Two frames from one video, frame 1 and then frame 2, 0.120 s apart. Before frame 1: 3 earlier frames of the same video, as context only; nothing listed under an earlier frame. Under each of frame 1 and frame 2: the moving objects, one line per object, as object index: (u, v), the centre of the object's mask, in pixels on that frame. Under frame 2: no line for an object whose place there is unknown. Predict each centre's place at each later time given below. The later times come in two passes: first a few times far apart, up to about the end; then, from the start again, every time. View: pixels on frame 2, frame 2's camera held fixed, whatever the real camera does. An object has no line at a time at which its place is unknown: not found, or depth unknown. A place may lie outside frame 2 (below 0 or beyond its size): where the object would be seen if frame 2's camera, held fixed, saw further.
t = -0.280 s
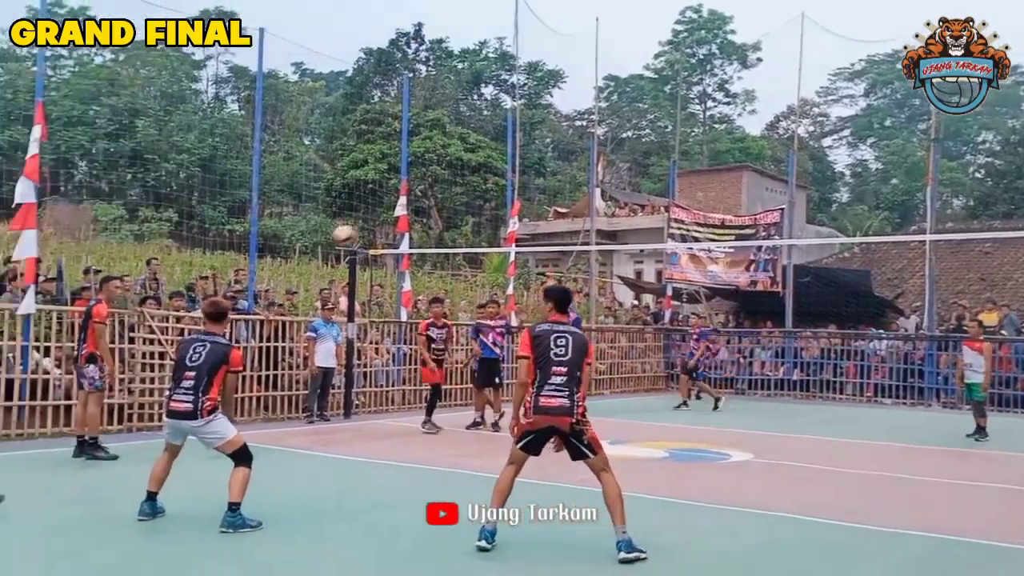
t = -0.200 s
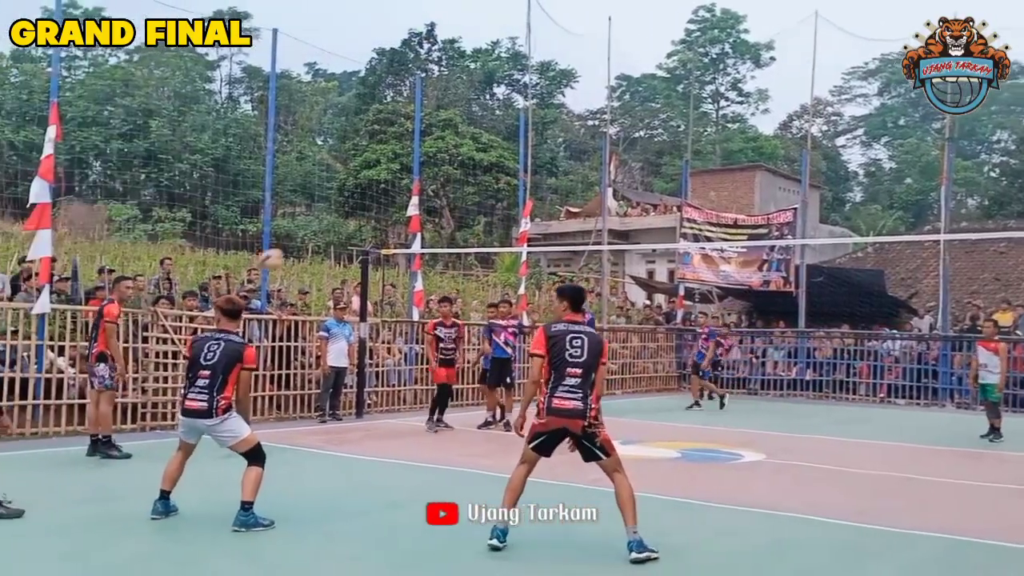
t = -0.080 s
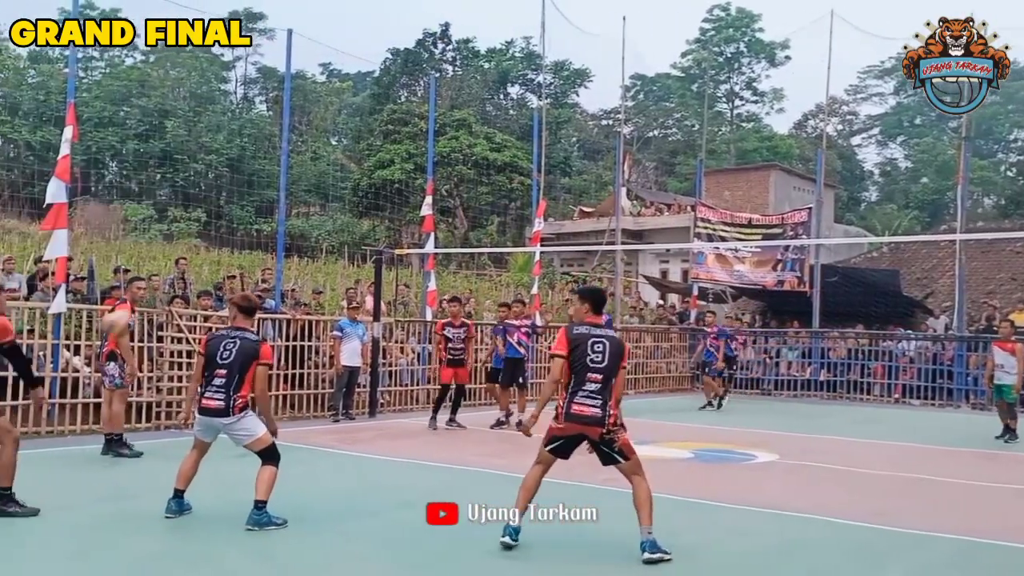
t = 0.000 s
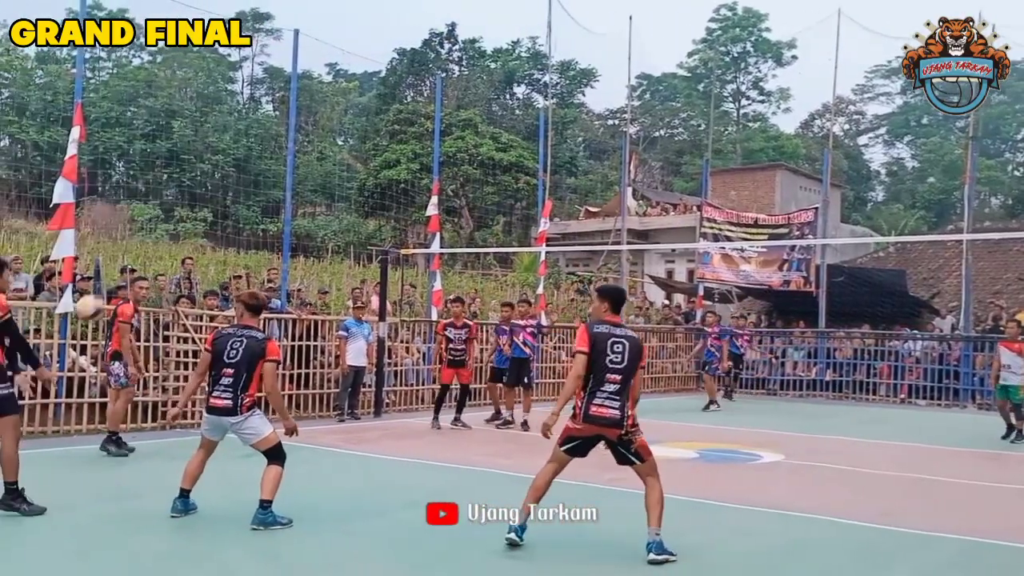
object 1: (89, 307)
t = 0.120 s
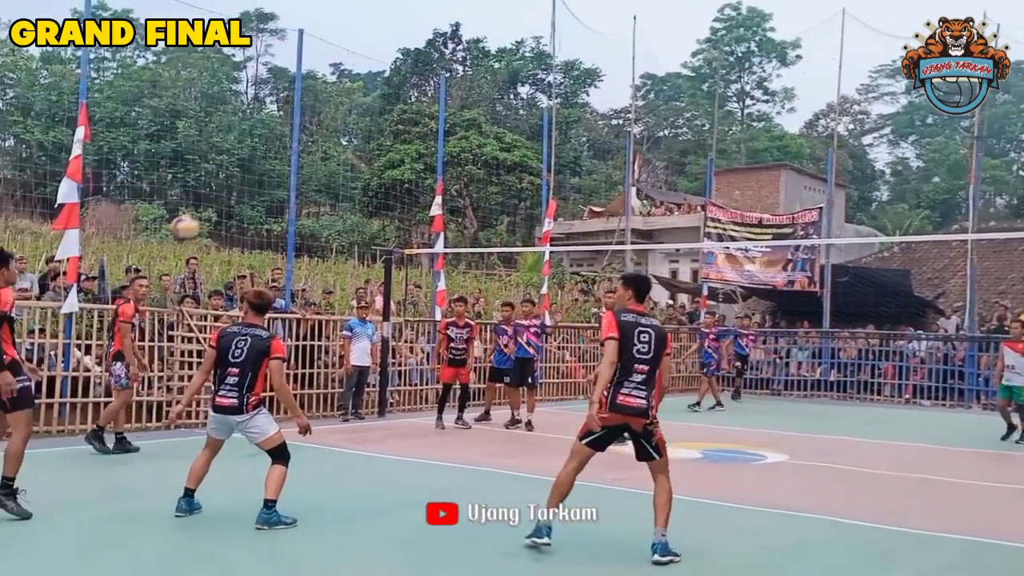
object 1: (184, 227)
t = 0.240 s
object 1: (244, 187)
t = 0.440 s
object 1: (331, 148)
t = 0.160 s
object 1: (205, 212)
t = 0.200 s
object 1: (225, 198)
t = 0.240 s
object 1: (244, 187)
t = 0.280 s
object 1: (263, 176)
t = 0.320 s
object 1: (280, 167)
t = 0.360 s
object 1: (297, 158)
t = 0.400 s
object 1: (314, 153)
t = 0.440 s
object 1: (331, 148)
